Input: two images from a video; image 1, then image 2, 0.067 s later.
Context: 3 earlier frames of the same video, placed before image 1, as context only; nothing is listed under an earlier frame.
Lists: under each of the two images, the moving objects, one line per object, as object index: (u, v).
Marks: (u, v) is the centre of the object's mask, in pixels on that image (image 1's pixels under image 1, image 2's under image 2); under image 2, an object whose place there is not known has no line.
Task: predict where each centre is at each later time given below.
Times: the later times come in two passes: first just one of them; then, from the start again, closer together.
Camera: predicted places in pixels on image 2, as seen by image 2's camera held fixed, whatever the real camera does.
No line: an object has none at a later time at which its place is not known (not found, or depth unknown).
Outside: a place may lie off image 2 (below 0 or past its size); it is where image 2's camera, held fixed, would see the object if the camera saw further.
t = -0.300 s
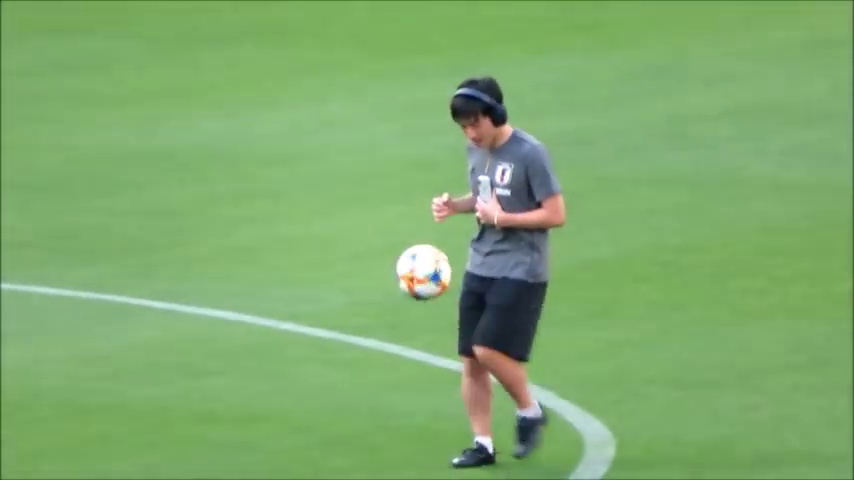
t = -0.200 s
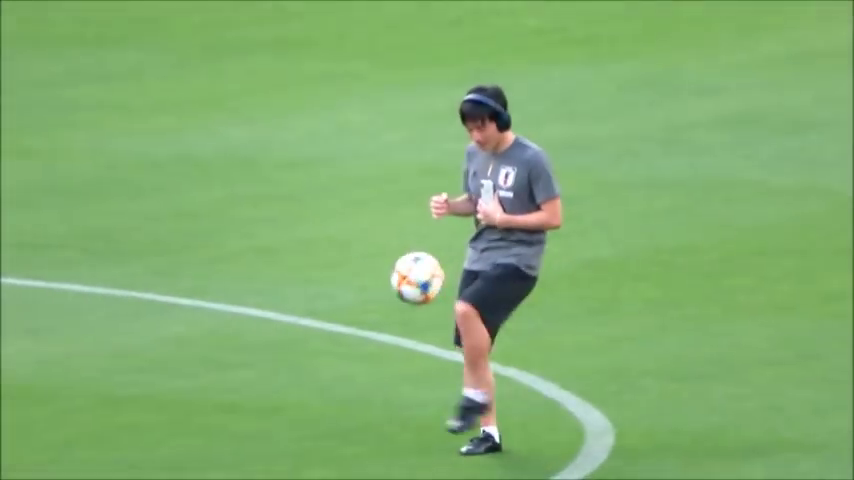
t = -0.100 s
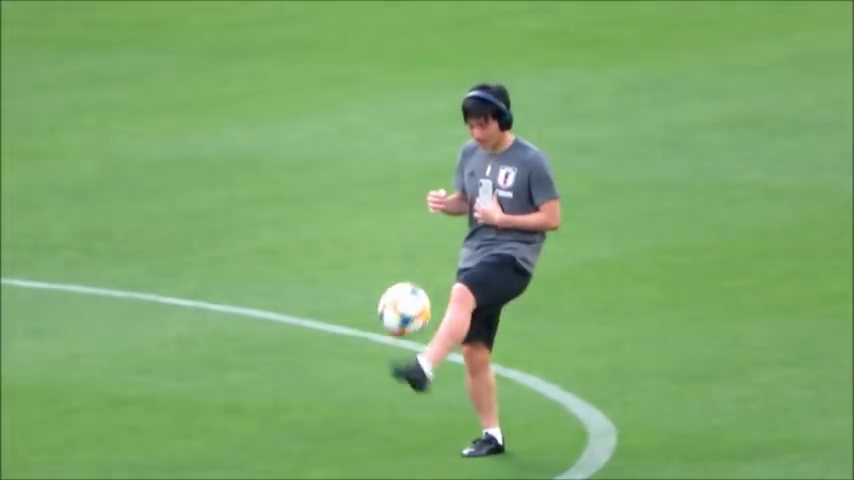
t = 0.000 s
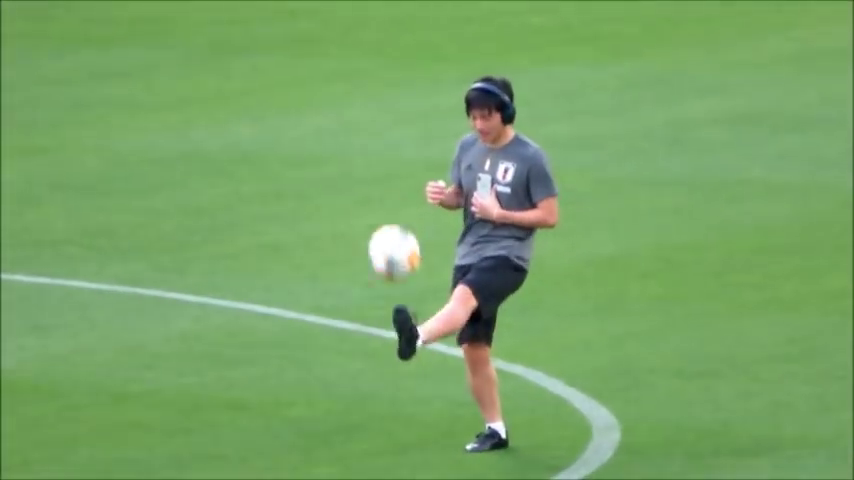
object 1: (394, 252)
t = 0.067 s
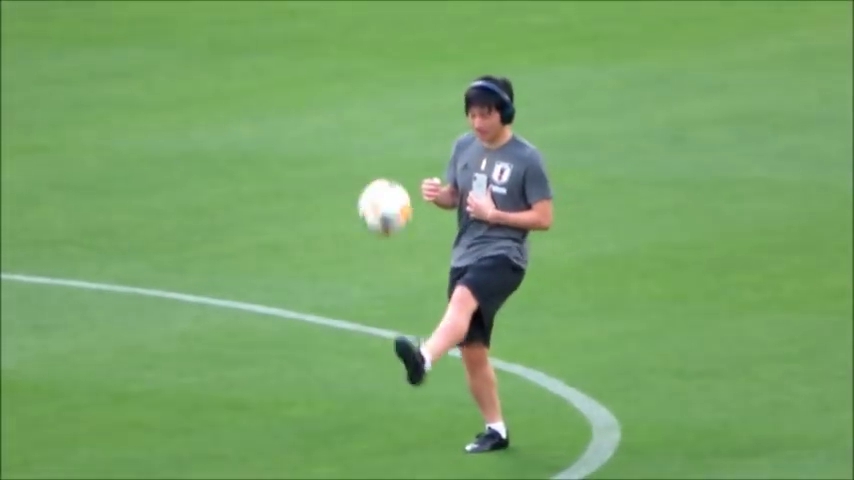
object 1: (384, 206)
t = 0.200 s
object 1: (367, 147)
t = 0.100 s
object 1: (380, 188)
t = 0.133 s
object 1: (375, 173)
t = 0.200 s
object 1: (367, 147)
